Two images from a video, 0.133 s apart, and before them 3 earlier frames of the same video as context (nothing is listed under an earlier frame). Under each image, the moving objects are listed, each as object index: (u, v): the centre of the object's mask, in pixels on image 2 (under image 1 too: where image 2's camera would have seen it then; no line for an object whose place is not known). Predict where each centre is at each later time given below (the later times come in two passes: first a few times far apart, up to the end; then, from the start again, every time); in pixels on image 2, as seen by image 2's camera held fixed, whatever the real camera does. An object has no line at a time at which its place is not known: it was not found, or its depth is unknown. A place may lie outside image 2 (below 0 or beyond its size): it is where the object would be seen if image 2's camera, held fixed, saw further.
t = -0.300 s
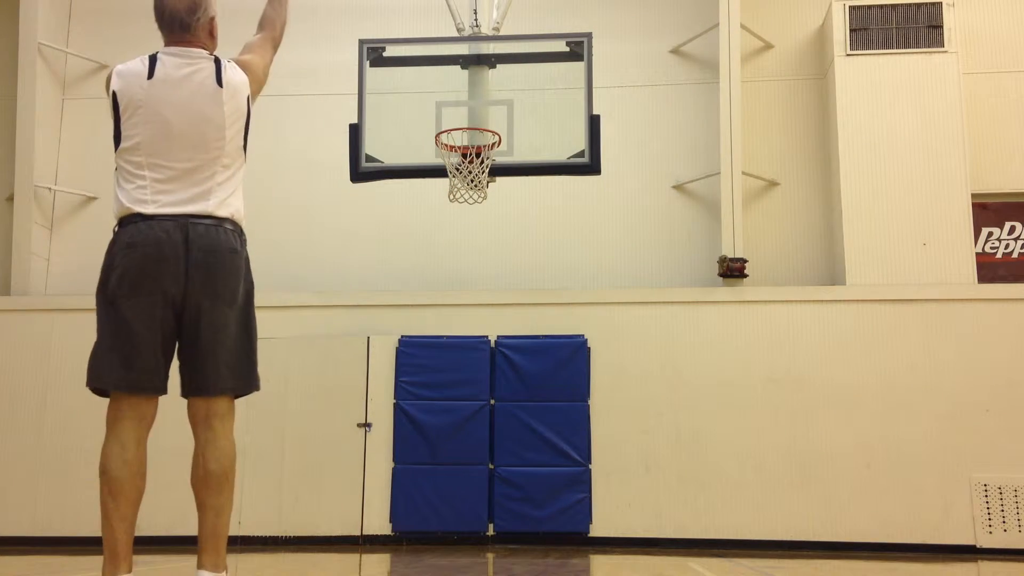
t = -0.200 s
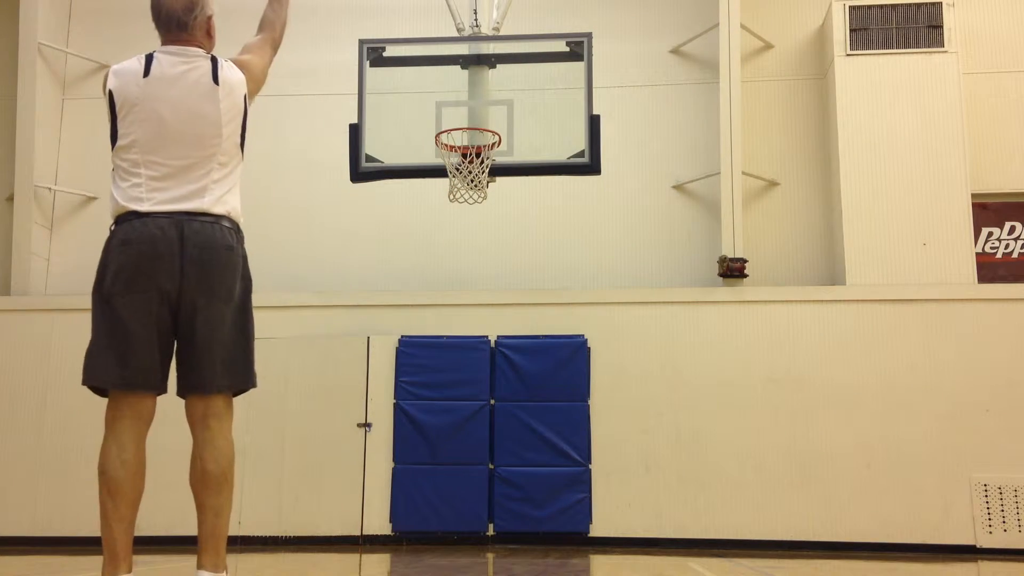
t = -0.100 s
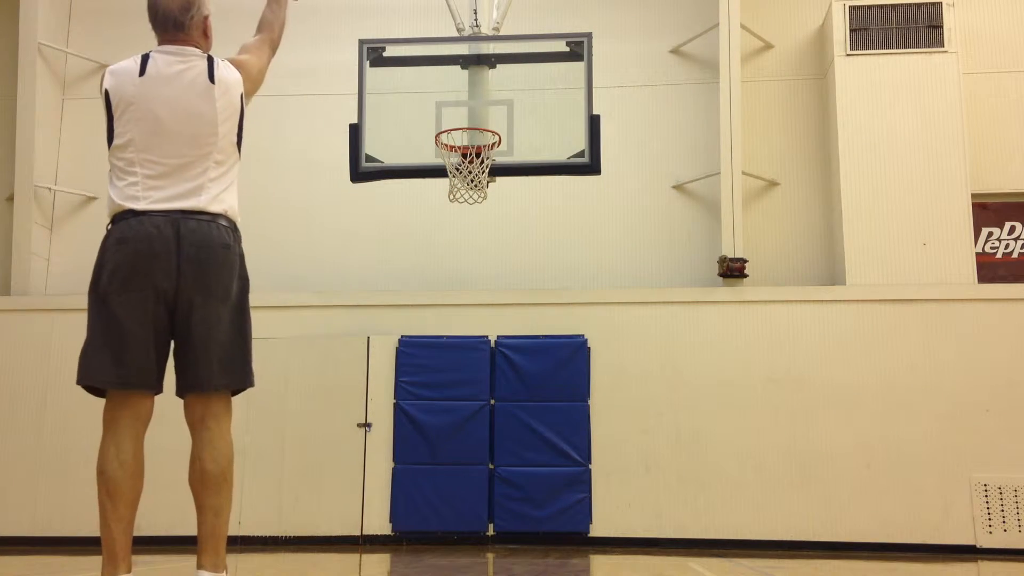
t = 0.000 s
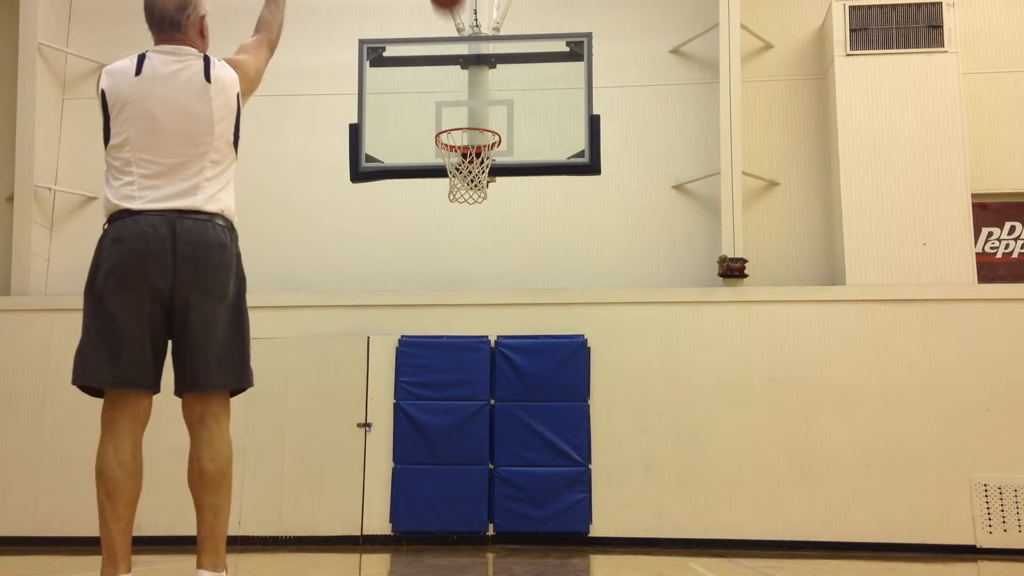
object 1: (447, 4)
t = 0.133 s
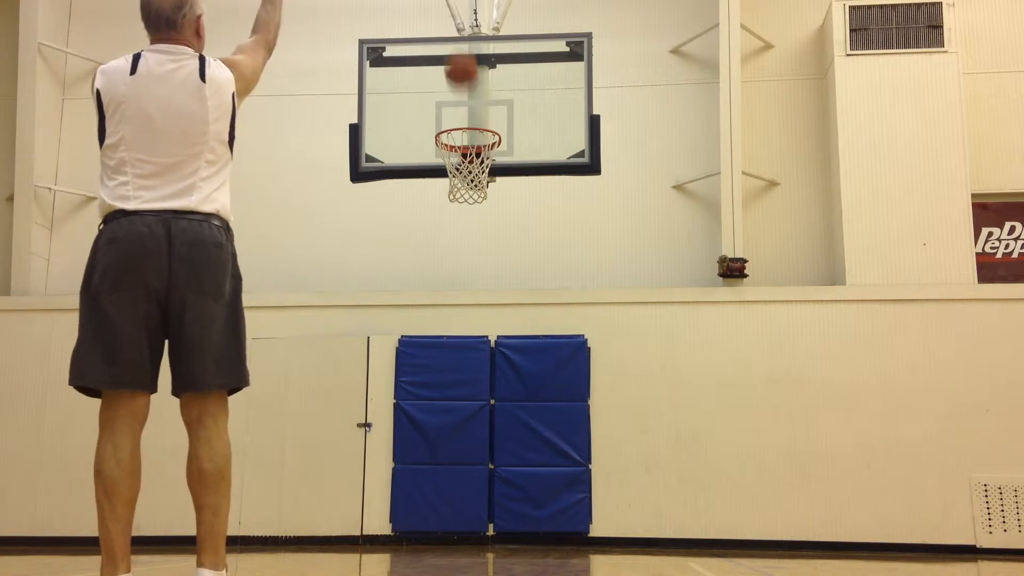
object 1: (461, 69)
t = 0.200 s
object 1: (467, 113)
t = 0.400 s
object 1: (471, 208)
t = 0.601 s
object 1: (467, 311)
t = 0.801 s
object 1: (462, 486)
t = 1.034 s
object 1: (458, 401)
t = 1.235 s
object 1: (453, 297)
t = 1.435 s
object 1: (448, 245)
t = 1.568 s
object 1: (443, 242)
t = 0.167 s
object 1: (464, 93)
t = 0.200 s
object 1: (467, 113)
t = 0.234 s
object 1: (469, 136)
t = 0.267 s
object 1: (471, 155)
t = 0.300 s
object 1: (468, 175)
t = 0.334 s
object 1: (471, 192)
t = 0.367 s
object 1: (471, 197)
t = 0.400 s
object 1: (471, 208)
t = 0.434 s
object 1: (470, 220)
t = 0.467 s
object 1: (469, 234)
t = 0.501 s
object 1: (469, 250)
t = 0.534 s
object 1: (468, 268)
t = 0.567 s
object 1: (468, 288)
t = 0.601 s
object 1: (467, 311)
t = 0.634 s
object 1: (466, 334)
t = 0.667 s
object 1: (466, 361)
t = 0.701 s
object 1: (465, 386)
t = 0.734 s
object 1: (464, 419)
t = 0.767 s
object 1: (463, 450)
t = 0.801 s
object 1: (462, 486)
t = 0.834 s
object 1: (461, 521)
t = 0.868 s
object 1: (461, 527)
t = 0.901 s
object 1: (460, 500)
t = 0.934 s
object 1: (460, 474)
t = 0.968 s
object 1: (459, 448)
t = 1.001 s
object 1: (459, 425)
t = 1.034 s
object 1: (458, 401)
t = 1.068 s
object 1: (457, 381)
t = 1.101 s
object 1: (457, 362)
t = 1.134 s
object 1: (456, 347)
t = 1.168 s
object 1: (455, 328)
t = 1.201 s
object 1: (453, 311)
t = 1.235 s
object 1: (453, 297)
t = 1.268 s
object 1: (452, 284)
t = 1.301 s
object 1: (451, 274)
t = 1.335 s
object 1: (450, 265)
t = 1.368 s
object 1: (449, 256)
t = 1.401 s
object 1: (448, 250)
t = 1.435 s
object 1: (448, 245)
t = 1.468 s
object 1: (446, 242)
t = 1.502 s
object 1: (445, 240)
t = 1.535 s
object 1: (444, 240)
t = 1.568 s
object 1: (443, 242)
